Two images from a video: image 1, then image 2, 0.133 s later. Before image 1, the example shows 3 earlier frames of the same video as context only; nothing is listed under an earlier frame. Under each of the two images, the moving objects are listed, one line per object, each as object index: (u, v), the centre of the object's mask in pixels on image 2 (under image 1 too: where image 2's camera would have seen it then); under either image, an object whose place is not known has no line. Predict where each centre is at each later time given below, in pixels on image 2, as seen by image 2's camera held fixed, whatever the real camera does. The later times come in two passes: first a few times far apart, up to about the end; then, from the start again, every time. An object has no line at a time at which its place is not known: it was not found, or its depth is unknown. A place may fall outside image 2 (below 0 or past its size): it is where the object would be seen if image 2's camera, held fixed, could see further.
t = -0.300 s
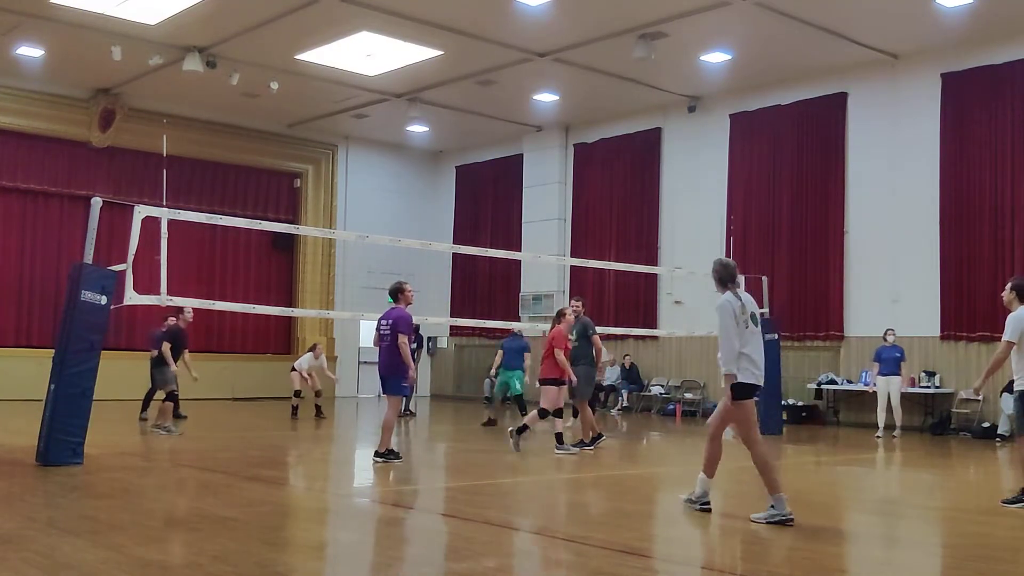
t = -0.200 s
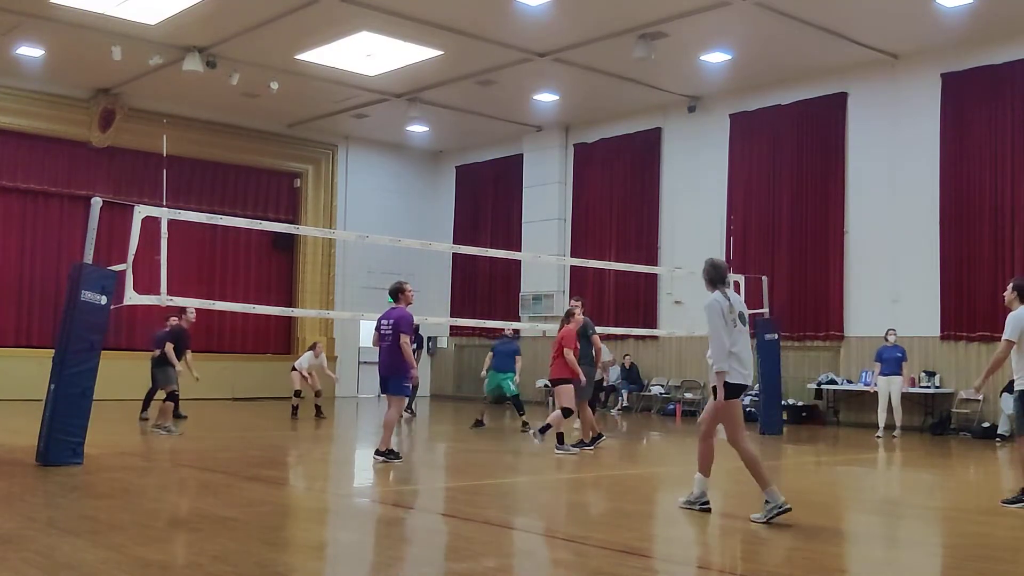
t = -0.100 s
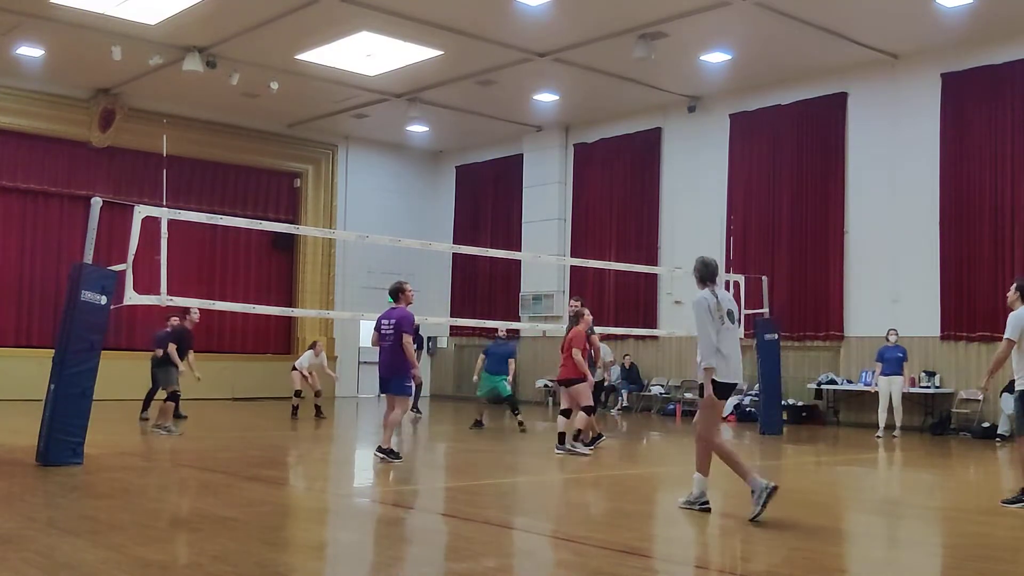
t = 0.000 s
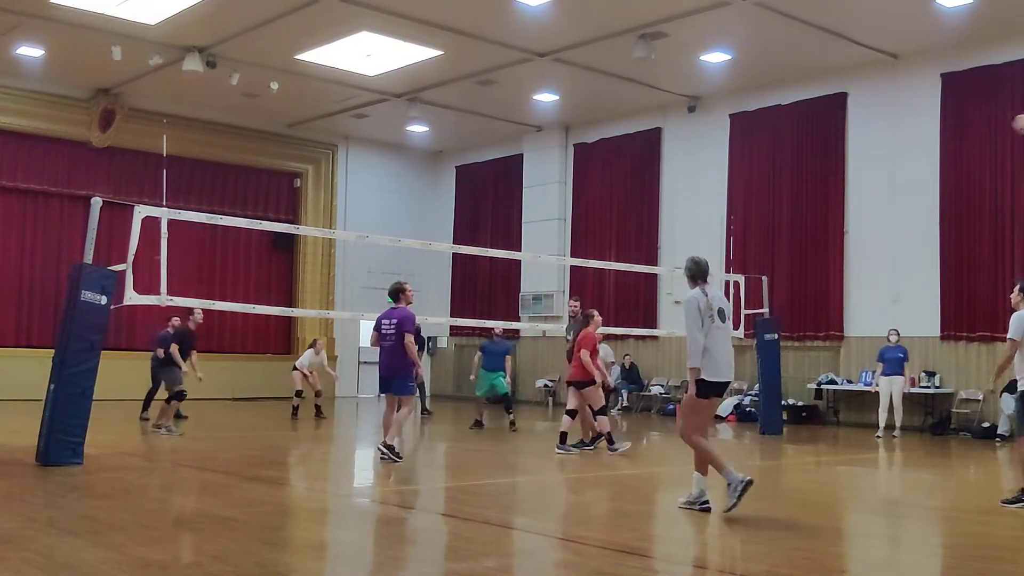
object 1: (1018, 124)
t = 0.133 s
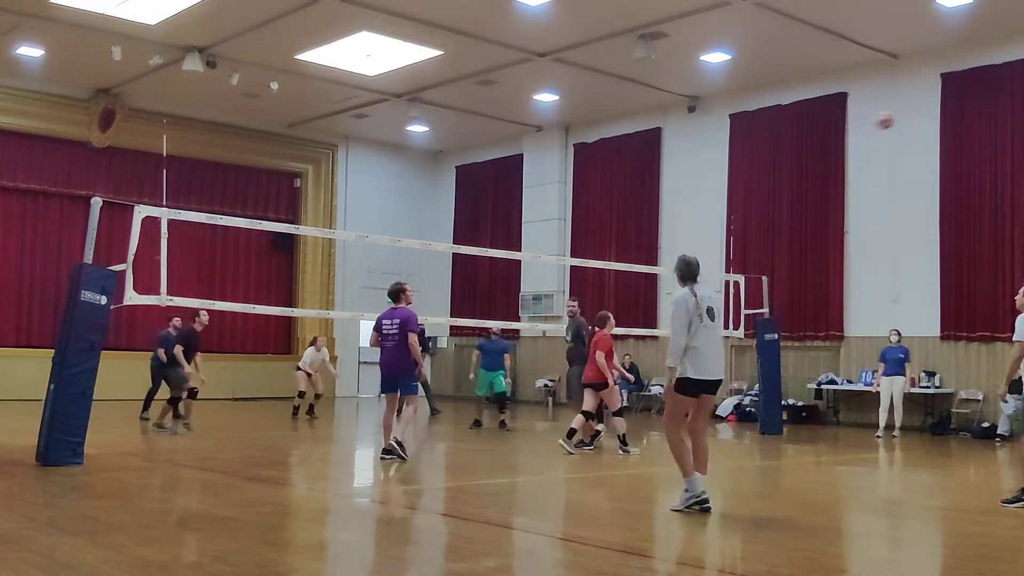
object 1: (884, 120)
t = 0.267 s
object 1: (766, 133)
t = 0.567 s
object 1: (561, 198)
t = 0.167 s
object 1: (851, 122)
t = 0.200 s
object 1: (822, 125)
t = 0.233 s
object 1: (793, 128)
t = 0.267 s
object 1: (766, 133)
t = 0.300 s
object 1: (739, 138)
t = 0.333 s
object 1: (715, 144)
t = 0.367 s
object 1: (690, 150)
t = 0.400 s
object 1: (664, 156)
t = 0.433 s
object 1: (643, 163)
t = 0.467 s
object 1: (622, 171)
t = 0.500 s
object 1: (601, 179)
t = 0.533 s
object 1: (581, 187)
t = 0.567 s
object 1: (561, 198)
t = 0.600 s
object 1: (542, 208)
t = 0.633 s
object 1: (522, 217)
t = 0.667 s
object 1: (506, 225)
